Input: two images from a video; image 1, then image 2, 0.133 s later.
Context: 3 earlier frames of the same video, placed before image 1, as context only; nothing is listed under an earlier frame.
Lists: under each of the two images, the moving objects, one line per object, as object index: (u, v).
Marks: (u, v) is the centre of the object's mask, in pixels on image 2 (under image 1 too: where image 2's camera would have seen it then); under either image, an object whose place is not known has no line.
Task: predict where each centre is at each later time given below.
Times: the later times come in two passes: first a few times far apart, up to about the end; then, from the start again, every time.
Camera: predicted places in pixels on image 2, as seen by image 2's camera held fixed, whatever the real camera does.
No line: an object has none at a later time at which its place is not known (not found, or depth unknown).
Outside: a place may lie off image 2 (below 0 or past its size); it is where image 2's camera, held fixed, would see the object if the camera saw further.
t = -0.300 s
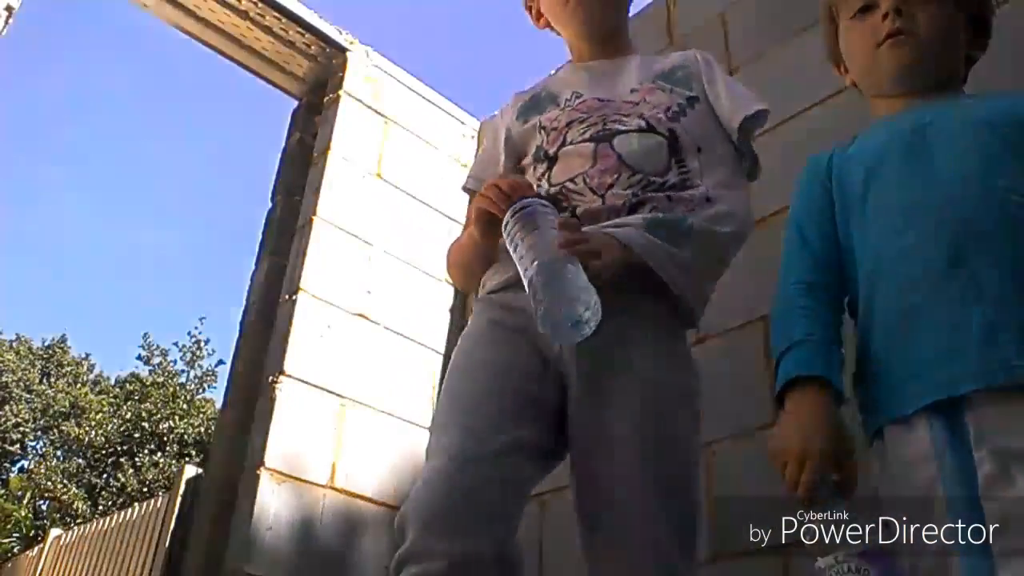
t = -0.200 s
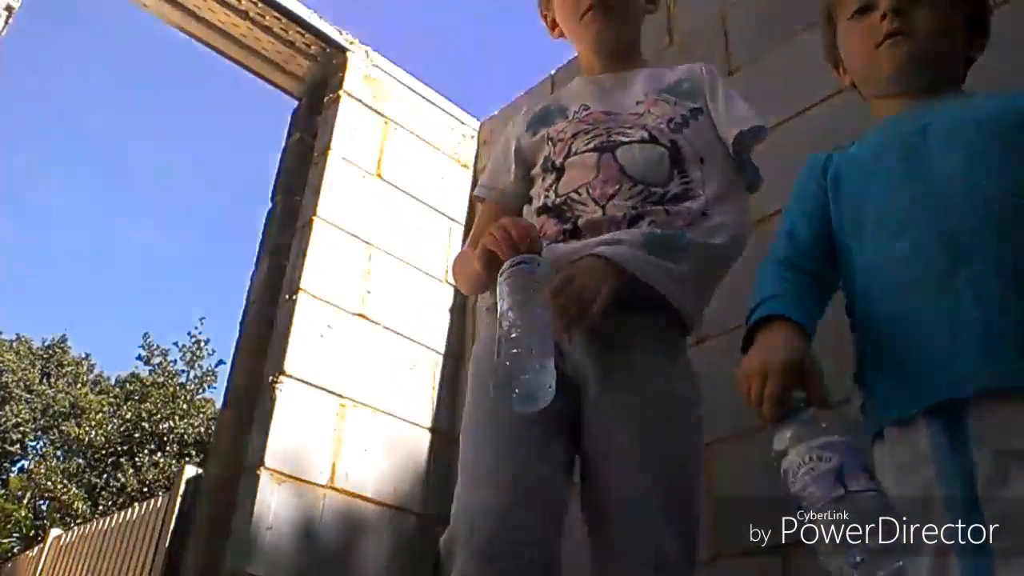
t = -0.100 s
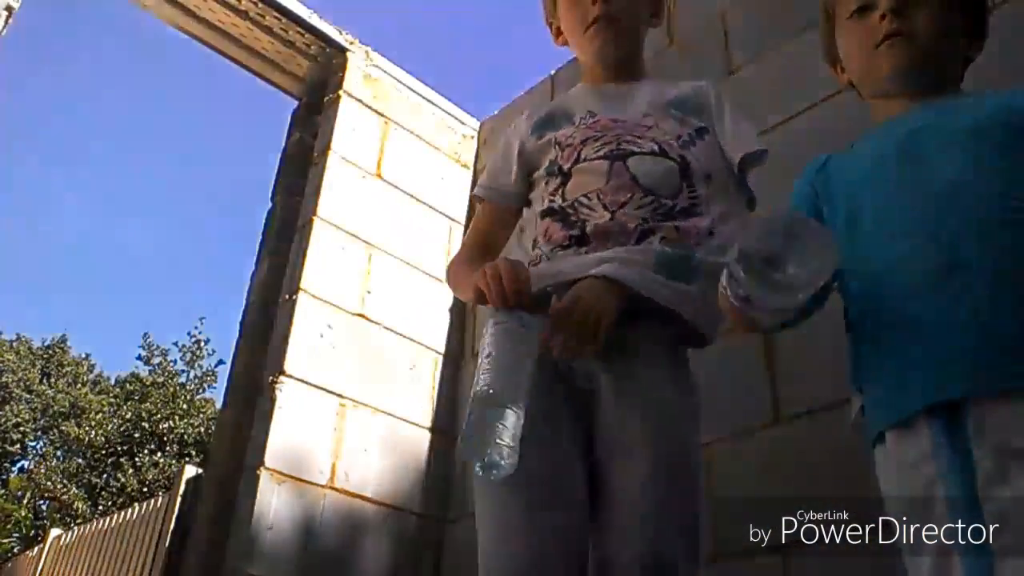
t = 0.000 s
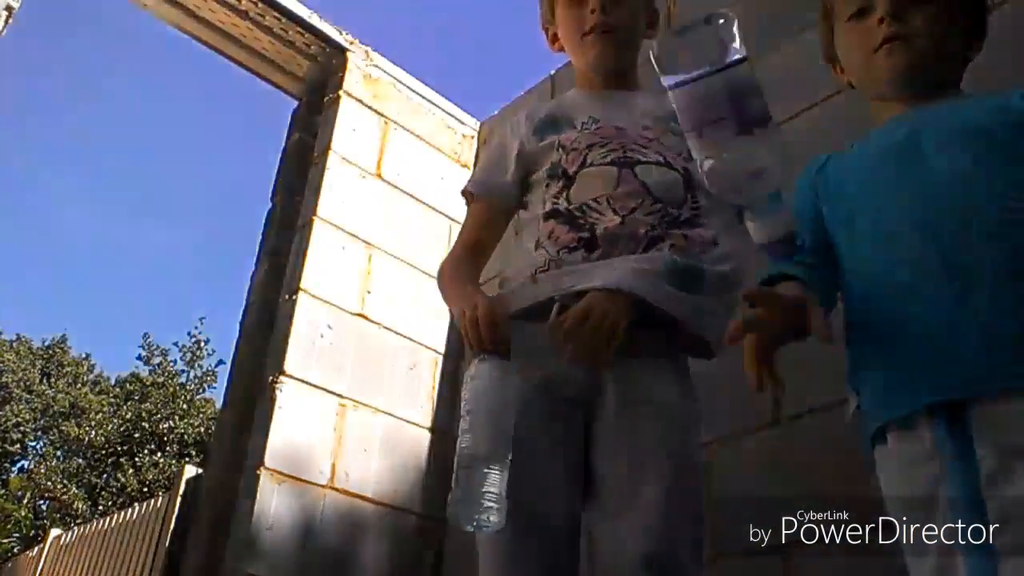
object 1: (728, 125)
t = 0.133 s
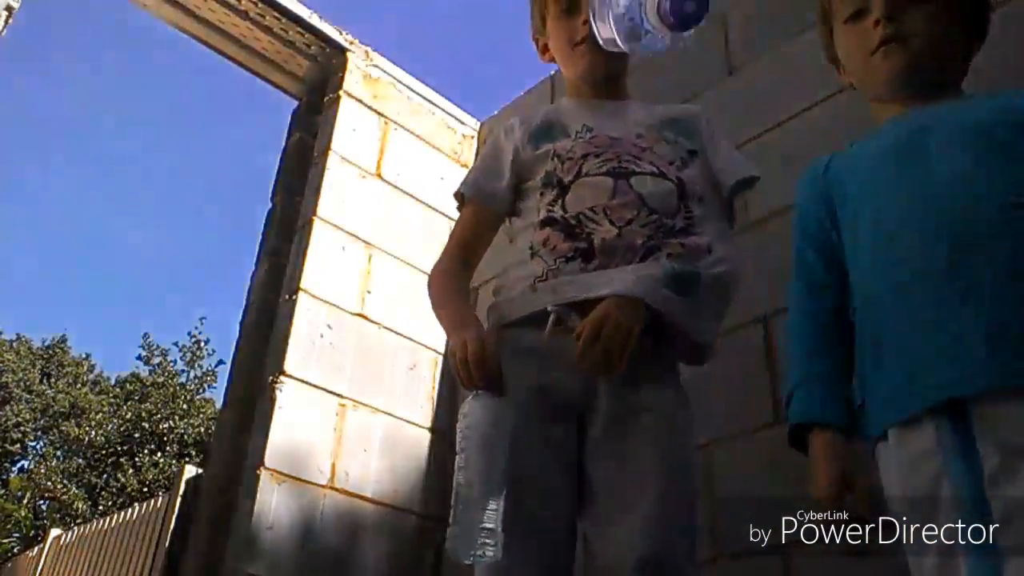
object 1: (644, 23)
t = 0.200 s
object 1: (609, 50)
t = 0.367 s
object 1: (383, 434)
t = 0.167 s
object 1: (624, 33)
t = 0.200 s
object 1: (609, 50)
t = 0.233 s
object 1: (589, 73)
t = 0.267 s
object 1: (562, 111)
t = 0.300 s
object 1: (525, 175)
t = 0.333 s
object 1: (483, 304)
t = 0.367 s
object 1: (383, 434)
